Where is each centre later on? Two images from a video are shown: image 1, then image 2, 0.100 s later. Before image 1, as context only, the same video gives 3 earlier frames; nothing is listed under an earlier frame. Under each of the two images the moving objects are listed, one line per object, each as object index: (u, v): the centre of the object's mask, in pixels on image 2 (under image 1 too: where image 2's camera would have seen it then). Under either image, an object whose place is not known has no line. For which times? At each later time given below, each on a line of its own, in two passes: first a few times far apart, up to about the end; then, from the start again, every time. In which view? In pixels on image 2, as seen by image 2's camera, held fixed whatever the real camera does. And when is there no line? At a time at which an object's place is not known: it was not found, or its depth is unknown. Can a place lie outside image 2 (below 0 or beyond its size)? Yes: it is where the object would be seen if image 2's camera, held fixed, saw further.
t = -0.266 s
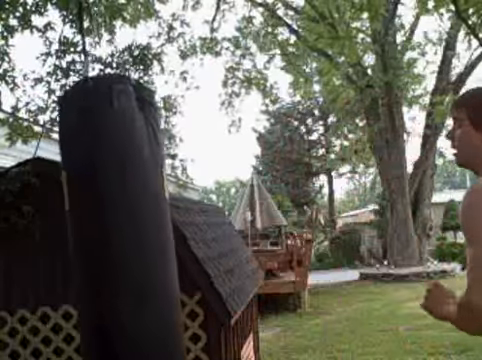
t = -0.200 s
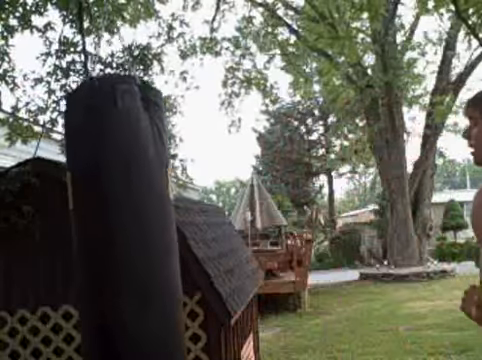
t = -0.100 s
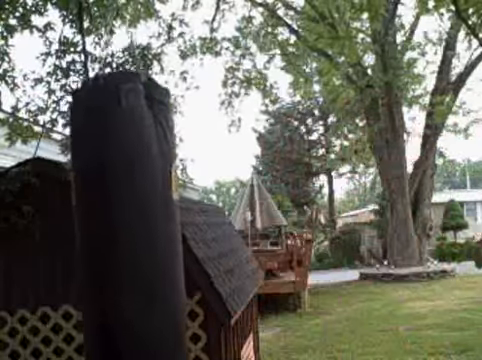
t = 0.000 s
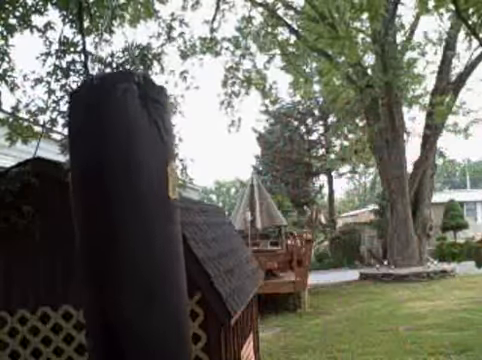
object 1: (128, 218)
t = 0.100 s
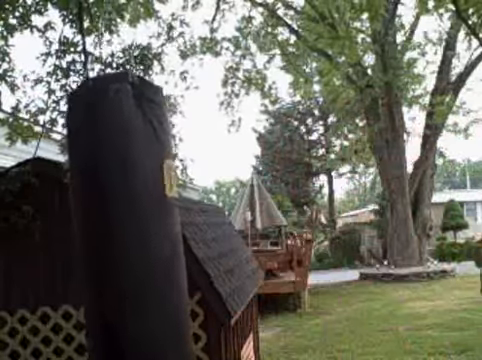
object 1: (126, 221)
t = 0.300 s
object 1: (127, 219)
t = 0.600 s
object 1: (114, 221)
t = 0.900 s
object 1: (98, 219)
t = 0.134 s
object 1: (128, 220)
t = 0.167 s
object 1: (128, 220)
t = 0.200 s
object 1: (128, 219)
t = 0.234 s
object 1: (128, 219)
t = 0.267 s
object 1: (127, 219)
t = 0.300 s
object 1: (127, 219)
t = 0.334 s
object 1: (126, 218)
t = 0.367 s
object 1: (125, 218)
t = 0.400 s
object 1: (123, 219)
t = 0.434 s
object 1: (122, 220)
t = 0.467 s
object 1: (120, 220)
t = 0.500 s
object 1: (119, 220)
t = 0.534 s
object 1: (117, 220)
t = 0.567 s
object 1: (116, 220)
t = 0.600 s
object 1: (114, 221)
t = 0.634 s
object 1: (113, 219)
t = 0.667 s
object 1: (112, 218)
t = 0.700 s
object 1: (110, 218)
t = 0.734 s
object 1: (108, 219)
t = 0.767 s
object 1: (106, 218)
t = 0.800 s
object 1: (103, 219)
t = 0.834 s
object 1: (102, 220)
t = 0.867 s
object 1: (100, 219)
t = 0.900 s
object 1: (98, 219)
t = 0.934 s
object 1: (97, 220)
